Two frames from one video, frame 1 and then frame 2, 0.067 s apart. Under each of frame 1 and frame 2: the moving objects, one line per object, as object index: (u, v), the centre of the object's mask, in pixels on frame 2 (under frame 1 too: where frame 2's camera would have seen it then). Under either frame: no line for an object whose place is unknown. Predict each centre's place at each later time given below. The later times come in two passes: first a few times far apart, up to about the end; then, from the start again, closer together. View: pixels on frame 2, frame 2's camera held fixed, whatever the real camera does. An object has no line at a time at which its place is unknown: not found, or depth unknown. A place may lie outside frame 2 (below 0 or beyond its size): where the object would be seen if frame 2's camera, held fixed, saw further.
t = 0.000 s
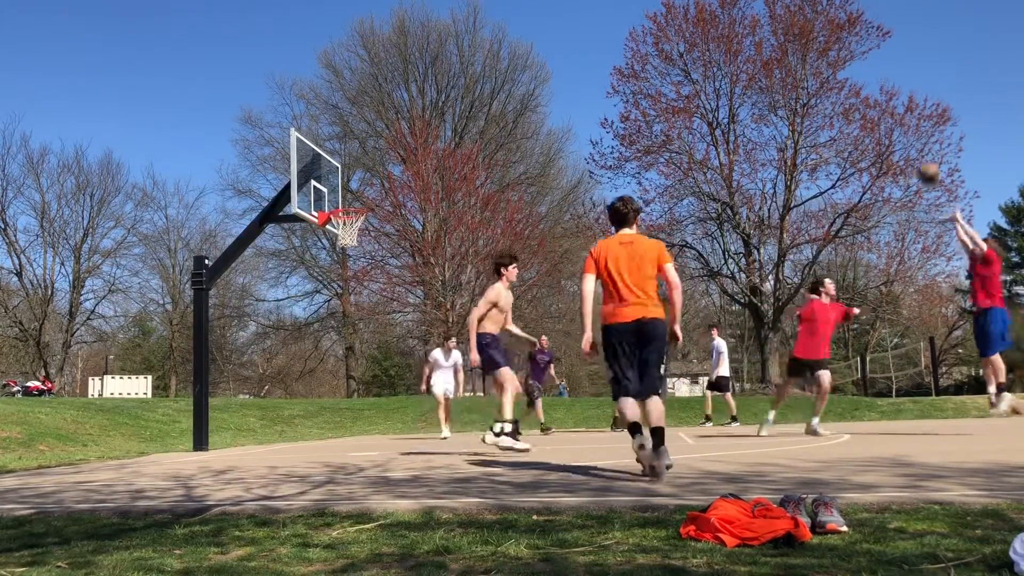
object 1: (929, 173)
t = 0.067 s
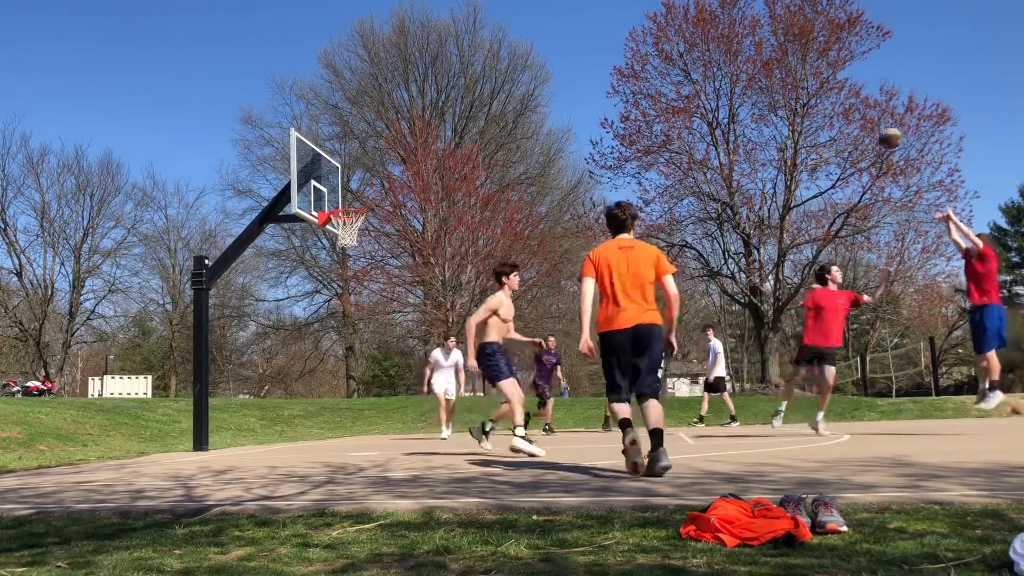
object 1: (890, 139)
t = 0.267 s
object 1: (784, 61)
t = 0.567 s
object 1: (641, 17)
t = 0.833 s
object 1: (533, 37)
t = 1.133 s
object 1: (420, 118)
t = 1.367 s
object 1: (340, 221)
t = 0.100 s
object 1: (871, 123)
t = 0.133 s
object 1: (853, 108)
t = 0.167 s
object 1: (835, 95)
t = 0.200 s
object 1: (816, 83)
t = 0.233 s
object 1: (800, 72)
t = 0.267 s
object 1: (784, 61)
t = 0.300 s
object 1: (766, 52)
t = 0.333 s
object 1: (750, 45)
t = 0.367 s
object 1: (733, 40)
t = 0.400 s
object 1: (717, 33)
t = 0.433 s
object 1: (702, 28)
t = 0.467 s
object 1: (685, 24)
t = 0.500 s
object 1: (671, 21)
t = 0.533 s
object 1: (656, 18)
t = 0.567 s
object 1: (641, 17)
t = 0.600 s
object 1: (627, 17)
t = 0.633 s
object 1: (613, 18)
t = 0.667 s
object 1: (599, 19)
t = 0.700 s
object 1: (585, 21)
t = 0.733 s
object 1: (572, 24)
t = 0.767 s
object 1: (558, 28)
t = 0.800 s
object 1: (545, 32)
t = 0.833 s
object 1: (533, 37)
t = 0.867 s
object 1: (520, 44)
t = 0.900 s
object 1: (507, 50)
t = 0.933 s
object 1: (494, 58)
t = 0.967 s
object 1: (483, 66)
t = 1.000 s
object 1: (469, 76)
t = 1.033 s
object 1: (458, 85)
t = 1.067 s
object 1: (445, 95)
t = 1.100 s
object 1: (433, 106)
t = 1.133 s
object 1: (420, 118)
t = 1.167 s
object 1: (410, 130)
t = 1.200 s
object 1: (399, 144)
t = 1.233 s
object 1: (387, 158)
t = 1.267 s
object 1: (376, 173)
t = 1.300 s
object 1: (363, 188)
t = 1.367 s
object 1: (340, 221)
